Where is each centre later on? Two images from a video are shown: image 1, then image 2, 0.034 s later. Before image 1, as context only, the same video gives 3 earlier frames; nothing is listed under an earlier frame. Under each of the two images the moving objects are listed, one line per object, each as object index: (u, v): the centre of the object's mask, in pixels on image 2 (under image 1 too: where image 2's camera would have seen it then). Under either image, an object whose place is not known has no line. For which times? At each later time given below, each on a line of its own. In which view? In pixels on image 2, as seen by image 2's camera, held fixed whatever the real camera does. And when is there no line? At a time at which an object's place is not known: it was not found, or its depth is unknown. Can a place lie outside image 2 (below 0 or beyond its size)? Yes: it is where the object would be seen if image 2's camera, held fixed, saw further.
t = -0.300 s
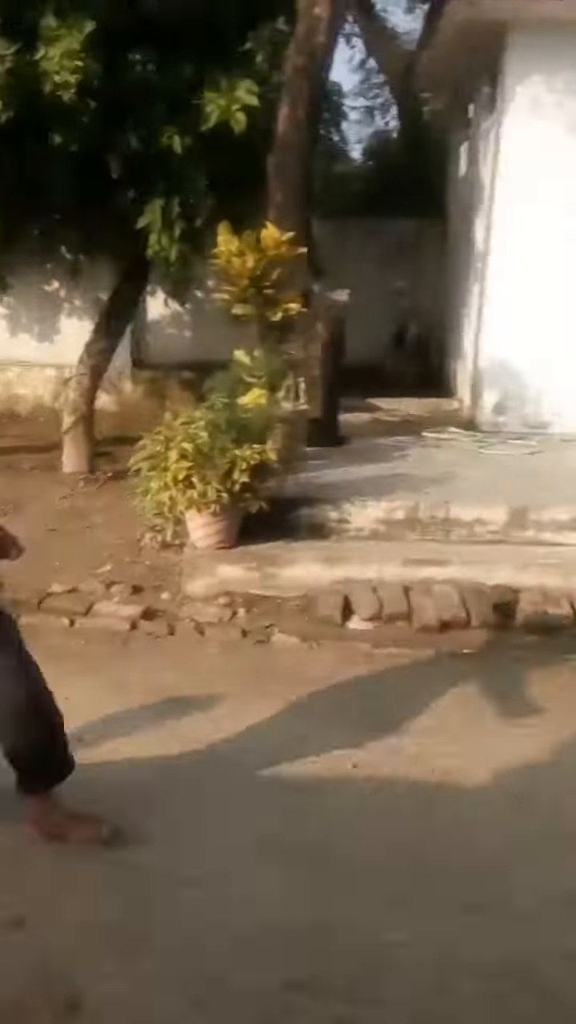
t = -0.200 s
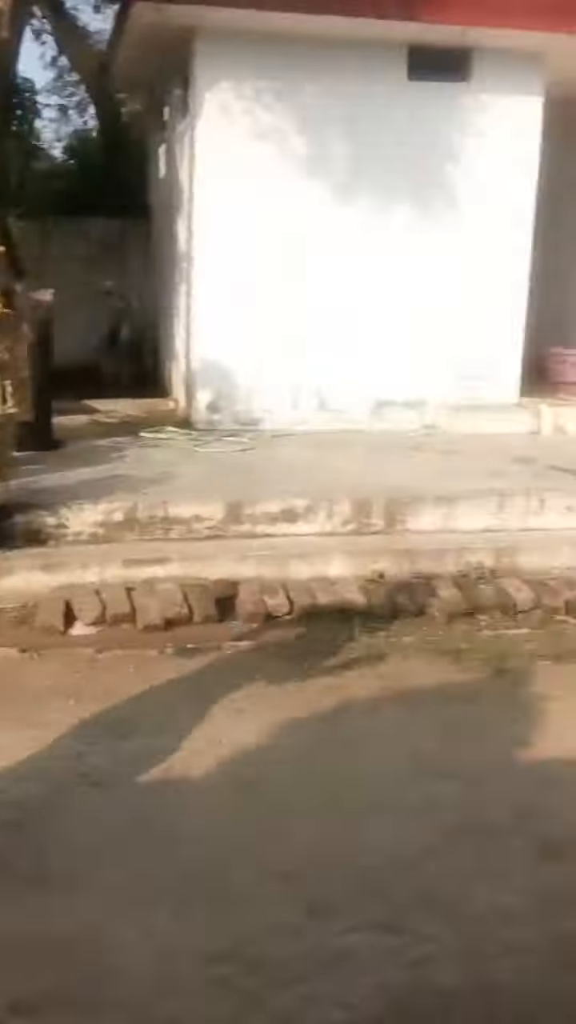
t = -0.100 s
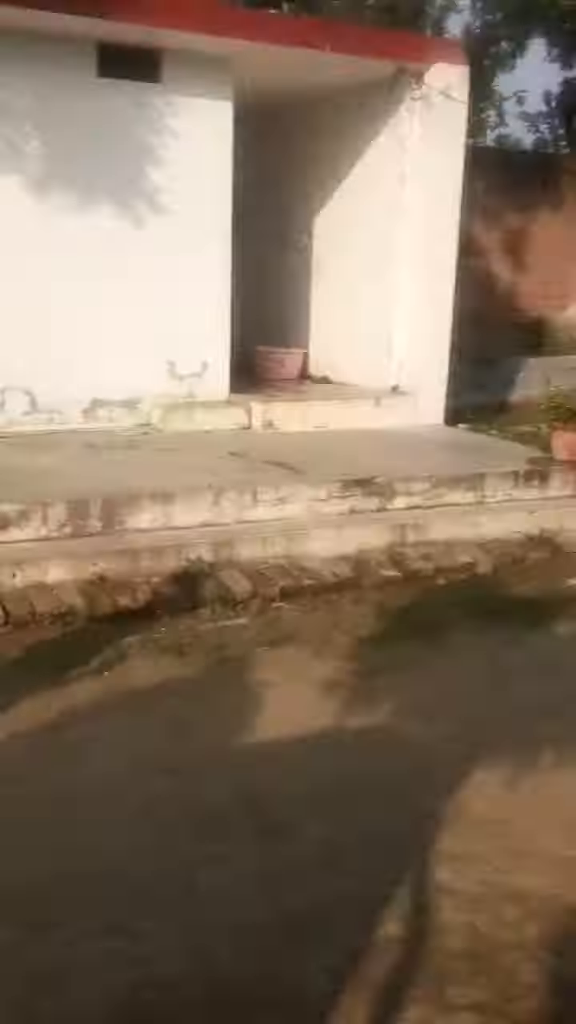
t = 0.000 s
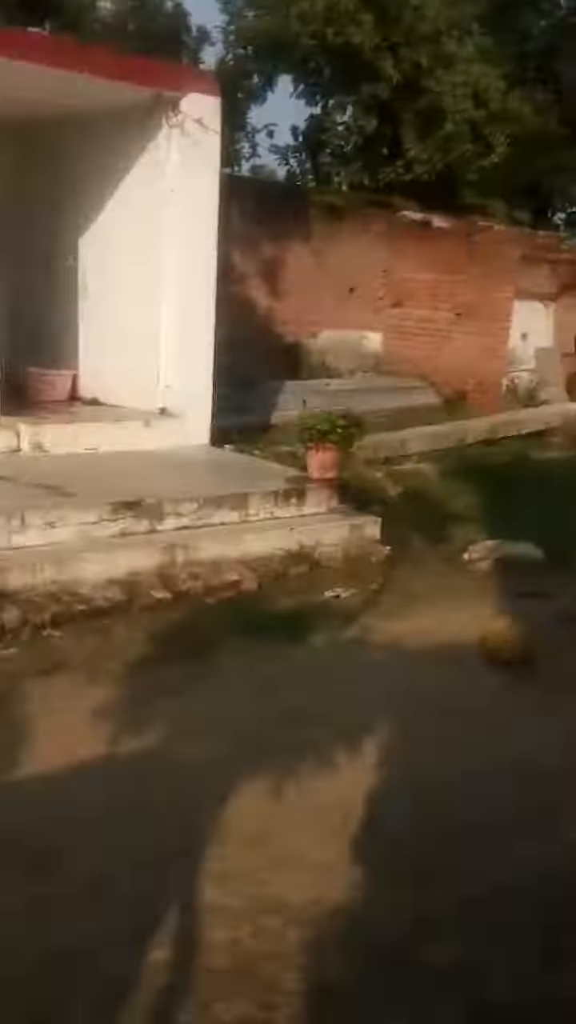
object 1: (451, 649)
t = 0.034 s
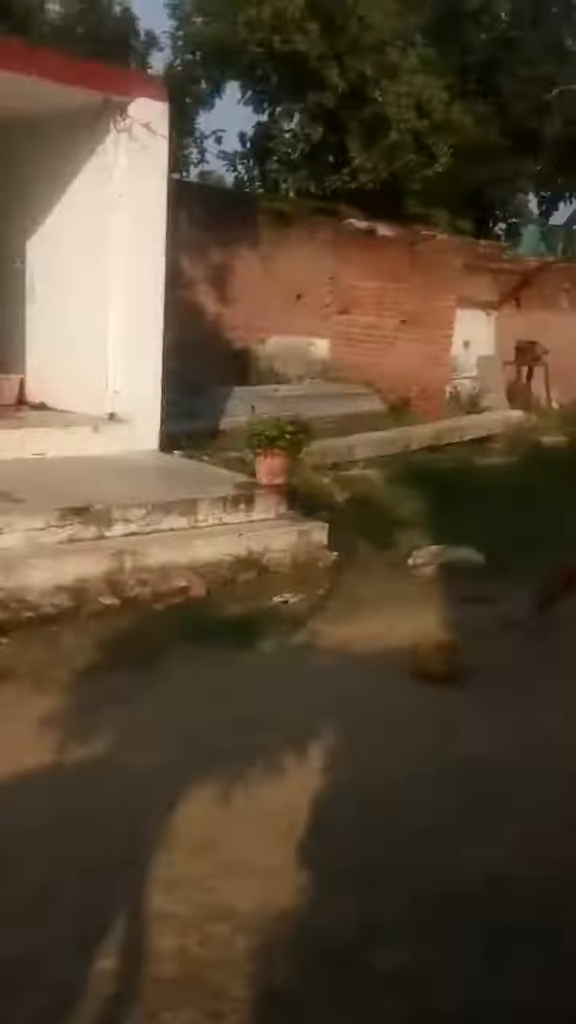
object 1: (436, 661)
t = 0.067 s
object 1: (424, 662)
